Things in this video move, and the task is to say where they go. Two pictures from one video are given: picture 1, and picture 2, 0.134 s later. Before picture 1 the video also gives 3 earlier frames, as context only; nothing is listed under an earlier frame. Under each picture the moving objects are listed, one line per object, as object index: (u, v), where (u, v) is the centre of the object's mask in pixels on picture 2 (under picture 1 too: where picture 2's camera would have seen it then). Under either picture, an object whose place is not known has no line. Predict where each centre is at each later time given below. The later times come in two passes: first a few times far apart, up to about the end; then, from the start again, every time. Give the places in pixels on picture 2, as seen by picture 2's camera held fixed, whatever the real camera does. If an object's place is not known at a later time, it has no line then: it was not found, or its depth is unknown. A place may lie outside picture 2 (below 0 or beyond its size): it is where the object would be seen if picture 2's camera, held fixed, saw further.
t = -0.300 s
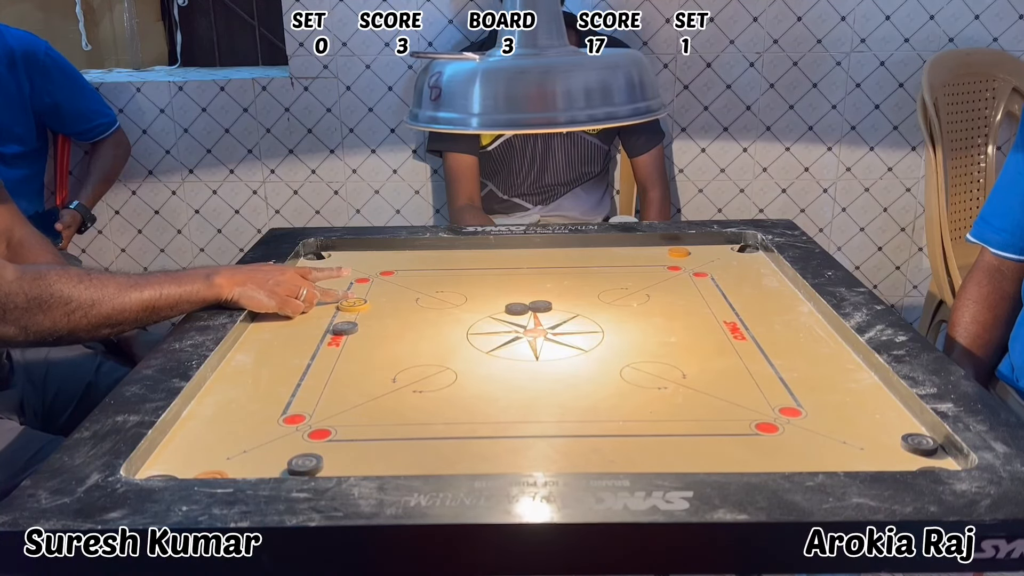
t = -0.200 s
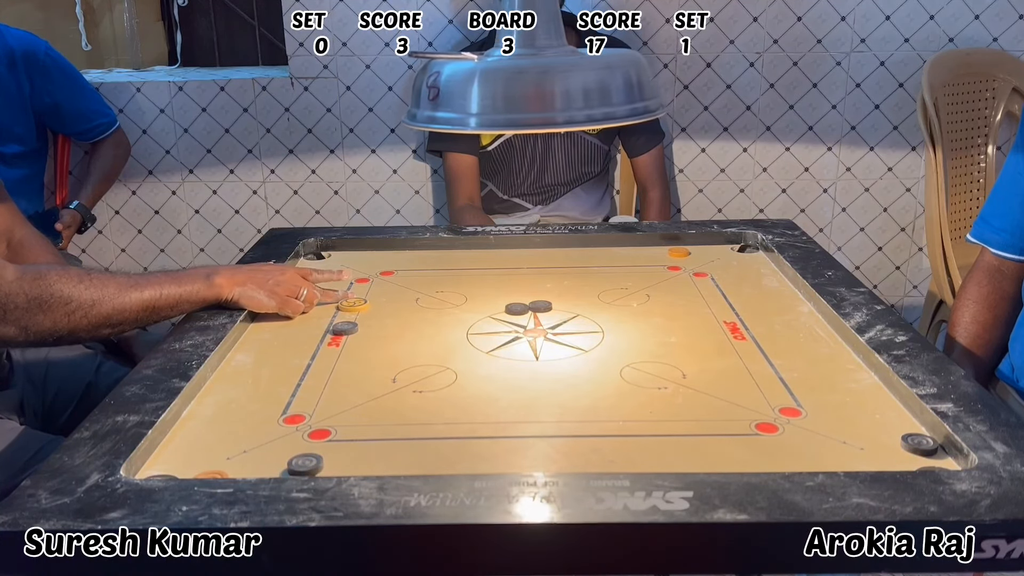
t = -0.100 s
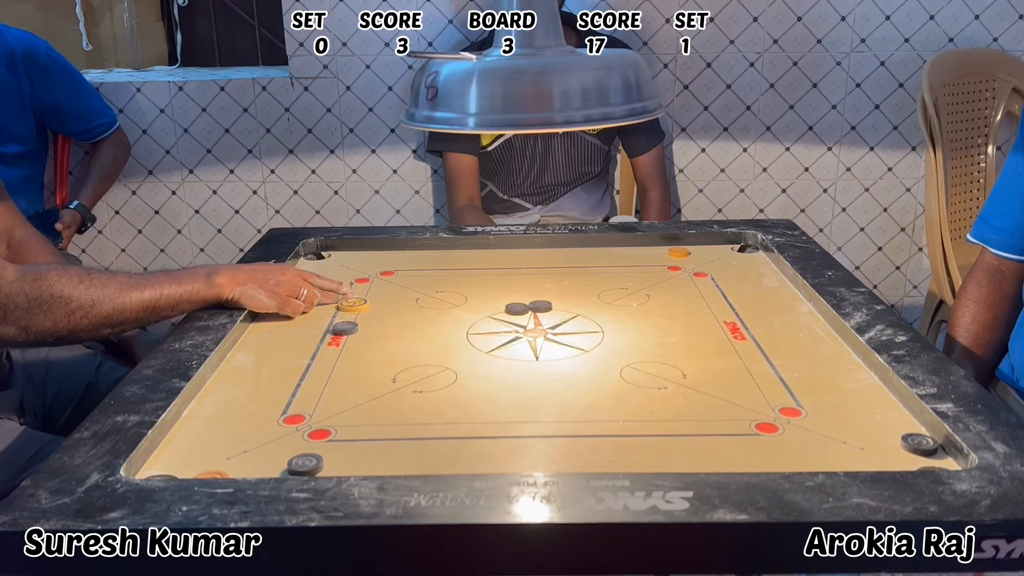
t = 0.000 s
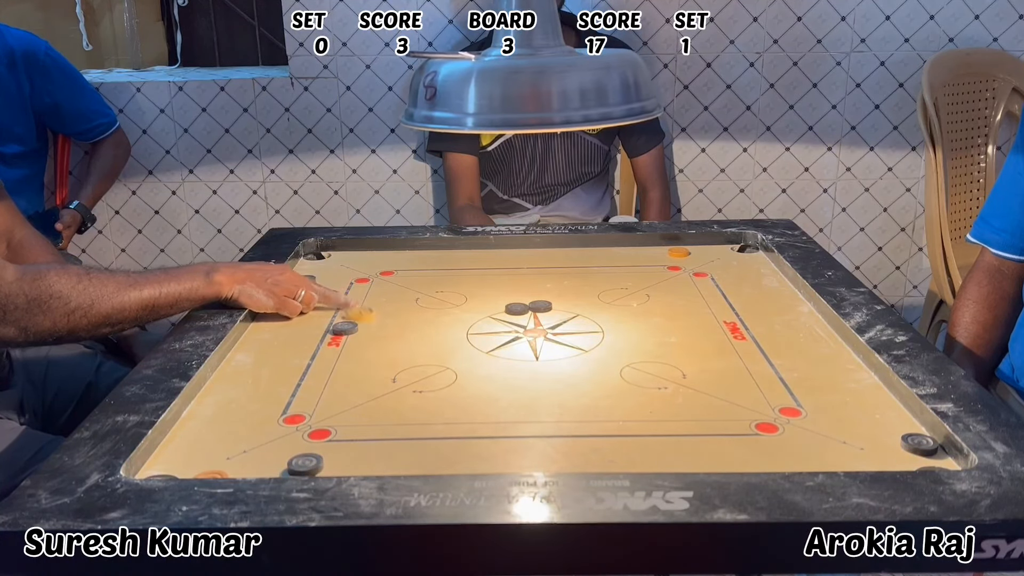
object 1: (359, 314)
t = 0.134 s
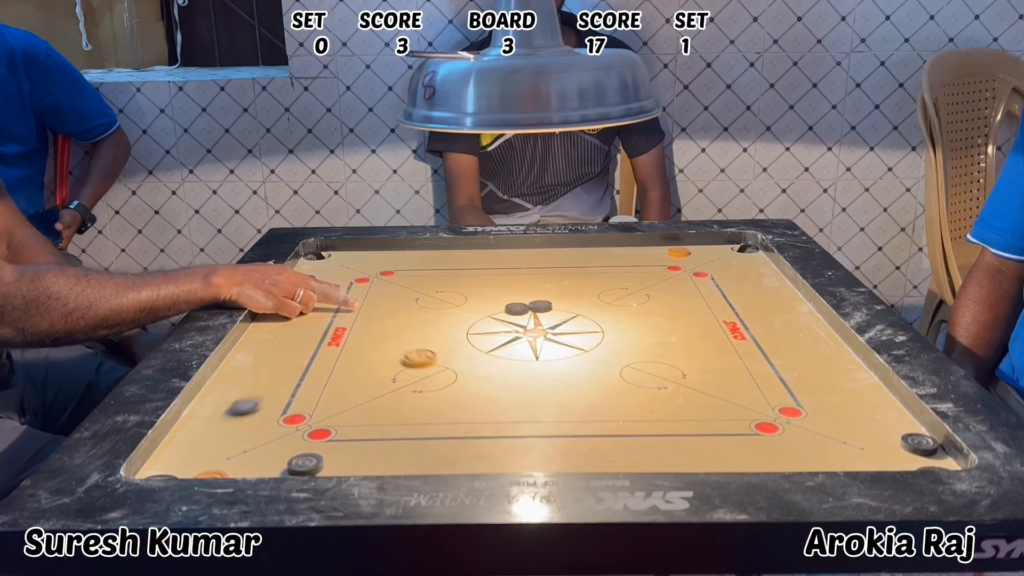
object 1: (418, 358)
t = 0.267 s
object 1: (490, 407)
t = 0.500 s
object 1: (618, 460)
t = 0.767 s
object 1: (674, 400)
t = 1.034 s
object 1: (694, 375)
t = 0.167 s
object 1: (436, 370)
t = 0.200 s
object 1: (453, 381)
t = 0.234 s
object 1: (471, 394)
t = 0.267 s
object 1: (490, 407)
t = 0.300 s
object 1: (509, 420)
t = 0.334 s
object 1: (529, 434)
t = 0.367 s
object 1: (550, 447)
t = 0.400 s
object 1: (570, 460)
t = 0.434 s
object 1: (591, 467)
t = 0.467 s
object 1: (606, 466)
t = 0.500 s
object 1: (618, 460)
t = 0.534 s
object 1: (628, 452)
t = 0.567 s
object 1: (637, 442)
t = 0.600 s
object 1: (645, 433)
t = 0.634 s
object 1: (652, 425)
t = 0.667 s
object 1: (658, 418)
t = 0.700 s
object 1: (664, 412)
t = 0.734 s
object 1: (669, 406)
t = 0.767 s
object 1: (674, 400)
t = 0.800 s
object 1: (678, 395)
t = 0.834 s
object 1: (681, 391)
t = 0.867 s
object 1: (684, 387)
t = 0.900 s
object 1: (687, 384)
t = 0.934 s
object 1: (689, 381)
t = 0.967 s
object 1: (691, 379)
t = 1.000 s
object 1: (692, 377)
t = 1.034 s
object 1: (694, 375)
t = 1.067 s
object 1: (694, 374)
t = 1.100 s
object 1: (695, 373)
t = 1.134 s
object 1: (695, 373)
